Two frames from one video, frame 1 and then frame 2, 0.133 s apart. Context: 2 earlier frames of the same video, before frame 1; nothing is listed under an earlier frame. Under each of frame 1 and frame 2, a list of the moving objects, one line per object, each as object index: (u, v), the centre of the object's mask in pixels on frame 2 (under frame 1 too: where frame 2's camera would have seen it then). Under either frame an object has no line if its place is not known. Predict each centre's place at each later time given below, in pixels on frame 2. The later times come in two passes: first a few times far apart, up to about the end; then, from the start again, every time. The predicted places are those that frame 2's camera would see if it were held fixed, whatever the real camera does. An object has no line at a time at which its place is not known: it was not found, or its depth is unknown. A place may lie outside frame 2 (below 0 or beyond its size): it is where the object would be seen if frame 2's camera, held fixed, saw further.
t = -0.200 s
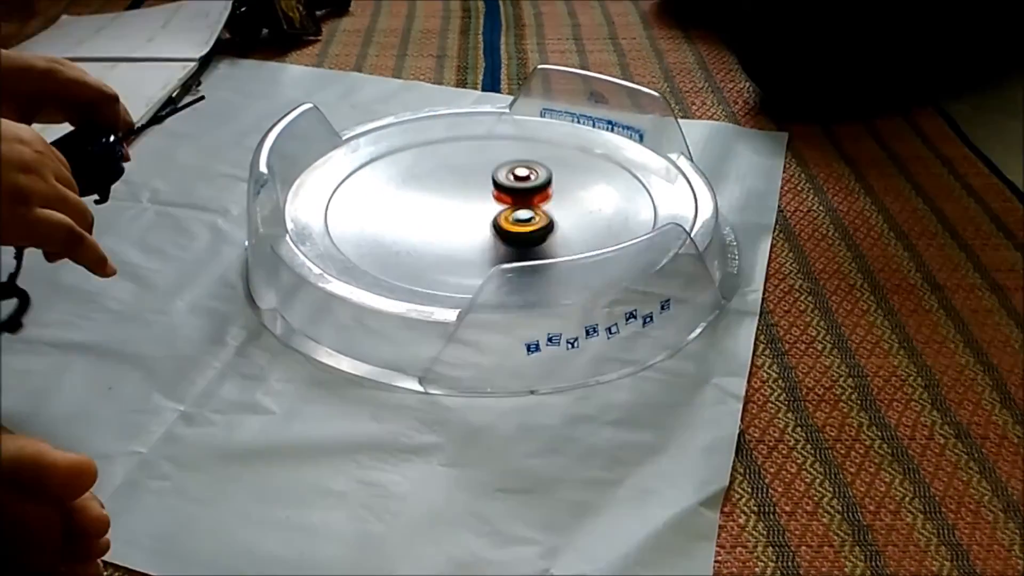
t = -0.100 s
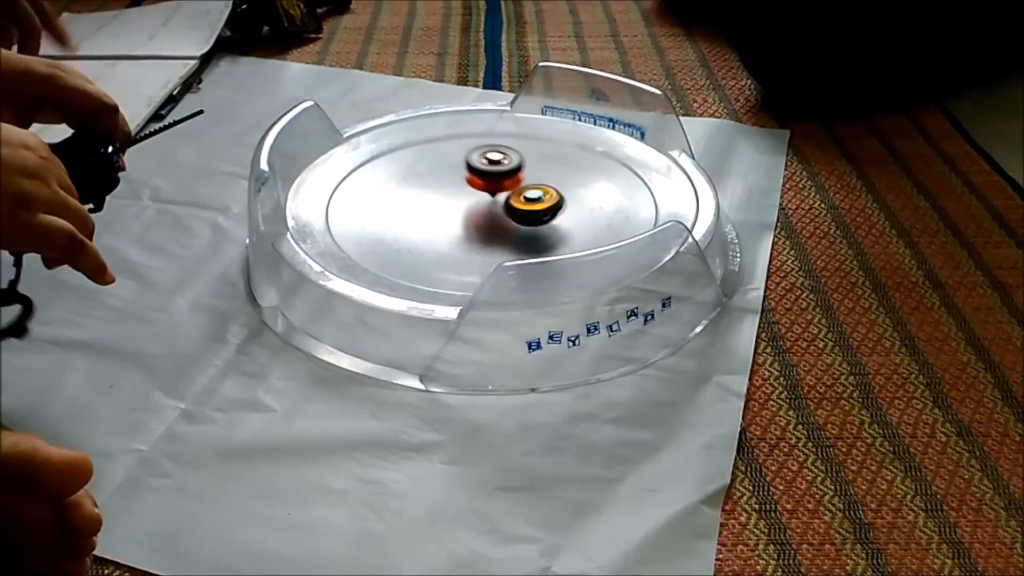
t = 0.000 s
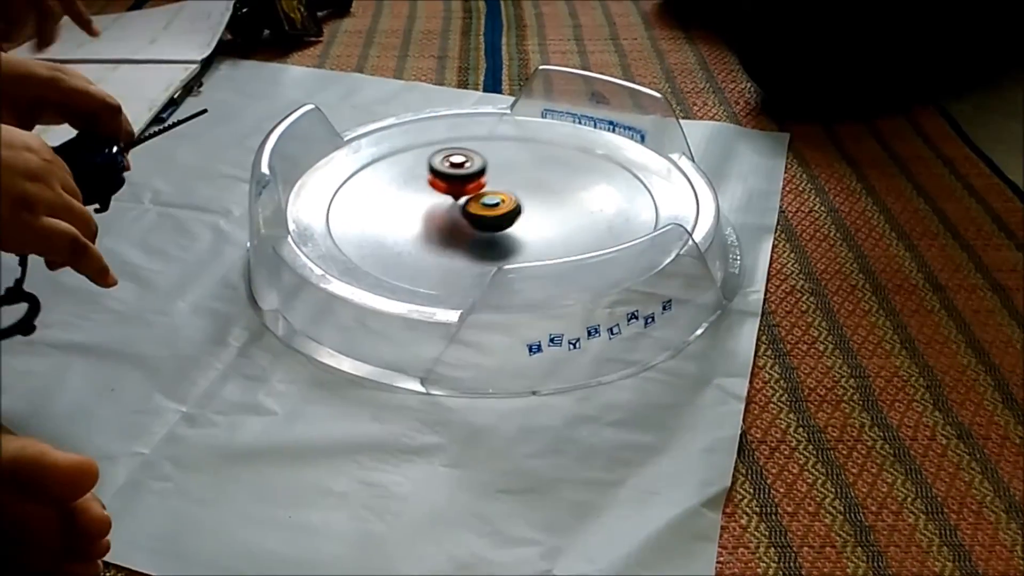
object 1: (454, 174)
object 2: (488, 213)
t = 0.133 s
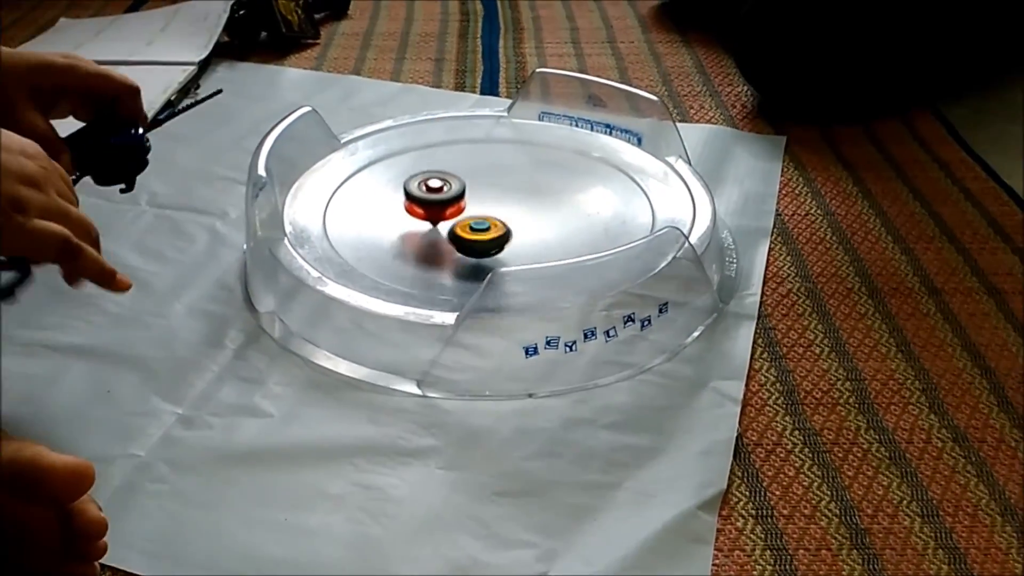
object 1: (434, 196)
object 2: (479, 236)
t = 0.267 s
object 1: (455, 213)
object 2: (520, 223)
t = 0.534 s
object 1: (504, 204)
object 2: (448, 193)
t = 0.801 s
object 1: (479, 189)
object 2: (512, 226)
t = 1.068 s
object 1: (470, 218)
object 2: (500, 193)
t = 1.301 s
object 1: (518, 219)
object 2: (470, 208)
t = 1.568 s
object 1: (507, 197)
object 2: (442, 195)
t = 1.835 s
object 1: (504, 208)
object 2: (438, 211)
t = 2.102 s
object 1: (525, 200)
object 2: (462, 204)
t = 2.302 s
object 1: (526, 206)
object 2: (457, 209)
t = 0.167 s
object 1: (439, 203)
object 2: (488, 237)
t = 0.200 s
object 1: (444, 206)
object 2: (501, 234)
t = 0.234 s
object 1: (449, 210)
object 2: (512, 230)
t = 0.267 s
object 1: (455, 213)
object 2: (520, 223)
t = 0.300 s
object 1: (462, 216)
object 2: (523, 215)
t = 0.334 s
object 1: (469, 217)
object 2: (522, 207)
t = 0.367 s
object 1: (477, 217)
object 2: (519, 198)
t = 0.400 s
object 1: (485, 215)
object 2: (508, 187)
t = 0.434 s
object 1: (492, 215)
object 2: (488, 182)
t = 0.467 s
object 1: (497, 212)
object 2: (469, 183)
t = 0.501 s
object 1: (502, 208)
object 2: (457, 188)
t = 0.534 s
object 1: (504, 204)
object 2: (448, 193)
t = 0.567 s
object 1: (504, 200)
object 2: (444, 200)
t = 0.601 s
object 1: (505, 197)
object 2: (442, 207)
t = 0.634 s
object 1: (503, 193)
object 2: (445, 215)
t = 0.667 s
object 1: (500, 190)
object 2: (453, 222)
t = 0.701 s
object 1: (496, 188)
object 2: (467, 227)
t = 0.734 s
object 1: (490, 187)
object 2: (482, 230)
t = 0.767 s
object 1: (484, 187)
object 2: (497, 229)
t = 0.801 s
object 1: (479, 189)
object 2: (512, 226)
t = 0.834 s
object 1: (474, 191)
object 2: (523, 222)
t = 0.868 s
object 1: (470, 194)
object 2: (530, 216)
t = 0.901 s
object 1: (467, 198)
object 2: (531, 209)
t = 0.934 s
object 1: (464, 201)
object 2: (531, 204)
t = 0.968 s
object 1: (464, 205)
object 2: (523, 199)
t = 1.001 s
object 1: (465, 209)
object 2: (515, 197)
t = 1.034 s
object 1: (467, 213)
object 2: (509, 196)
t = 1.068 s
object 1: (470, 218)
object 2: (500, 193)
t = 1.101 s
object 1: (475, 220)
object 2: (491, 191)
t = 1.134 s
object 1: (483, 223)
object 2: (478, 192)
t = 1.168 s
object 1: (489, 224)
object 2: (469, 197)
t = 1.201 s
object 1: (498, 224)
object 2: (465, 202)
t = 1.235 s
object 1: (506, 223)
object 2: (465, 205)
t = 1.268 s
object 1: (513, 222)
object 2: (468, 207)
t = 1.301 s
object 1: (518, 219)
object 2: (470, 208)
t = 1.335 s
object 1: (523, 216)
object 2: (471, 207)
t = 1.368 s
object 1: (525, 212)
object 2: (471, 205)
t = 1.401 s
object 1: (525, 209)
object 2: (470, 203)
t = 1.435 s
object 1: (524, 206)
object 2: (466, 200)
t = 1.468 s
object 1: (520, 202)
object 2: (462, 199)
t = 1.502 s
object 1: (516, 200)
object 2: (457, 197)
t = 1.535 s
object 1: (513, 198)
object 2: (449, 194)
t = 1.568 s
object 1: (507, 197)
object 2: (442, 195)
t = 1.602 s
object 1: (500, 197)
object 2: (439, 197)
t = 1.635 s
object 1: (496, 198)
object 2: (434, 199)
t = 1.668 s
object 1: (492, 199)
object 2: (430, 201)
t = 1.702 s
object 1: (492, 201)
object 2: (425, 202)
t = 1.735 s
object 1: (493, 204)
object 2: (425, 204)
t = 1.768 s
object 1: (493, 205)
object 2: (428, 207)
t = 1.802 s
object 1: (496, 207)
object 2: (433, 210)
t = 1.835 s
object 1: (504, 208)
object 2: (438, 211)
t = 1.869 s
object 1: (511, 209)
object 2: (443, 211)
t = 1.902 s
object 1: (516, 208)
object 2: (450, 210)
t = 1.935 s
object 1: (518, 206)
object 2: (457, 210)
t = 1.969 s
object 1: (523, 205)
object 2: (455, 207)
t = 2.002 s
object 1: (523, 203)
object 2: (460, 207)
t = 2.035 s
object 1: (524, 202)
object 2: (460, 206)
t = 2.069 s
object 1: (521, 200)
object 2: (462, 205)
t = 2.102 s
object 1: (525, 200)
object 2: (462, 204)
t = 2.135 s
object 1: (529, 201)
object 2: (465, 204)
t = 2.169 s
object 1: (530, 201)
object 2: (470, 205)
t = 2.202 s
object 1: (530, 201)
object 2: (465, 207)
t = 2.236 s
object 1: (528, 202)
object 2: (463, 208)
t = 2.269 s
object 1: (524, 204)
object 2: (464, 209)
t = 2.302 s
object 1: (526, 206)
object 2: (457, 209)
